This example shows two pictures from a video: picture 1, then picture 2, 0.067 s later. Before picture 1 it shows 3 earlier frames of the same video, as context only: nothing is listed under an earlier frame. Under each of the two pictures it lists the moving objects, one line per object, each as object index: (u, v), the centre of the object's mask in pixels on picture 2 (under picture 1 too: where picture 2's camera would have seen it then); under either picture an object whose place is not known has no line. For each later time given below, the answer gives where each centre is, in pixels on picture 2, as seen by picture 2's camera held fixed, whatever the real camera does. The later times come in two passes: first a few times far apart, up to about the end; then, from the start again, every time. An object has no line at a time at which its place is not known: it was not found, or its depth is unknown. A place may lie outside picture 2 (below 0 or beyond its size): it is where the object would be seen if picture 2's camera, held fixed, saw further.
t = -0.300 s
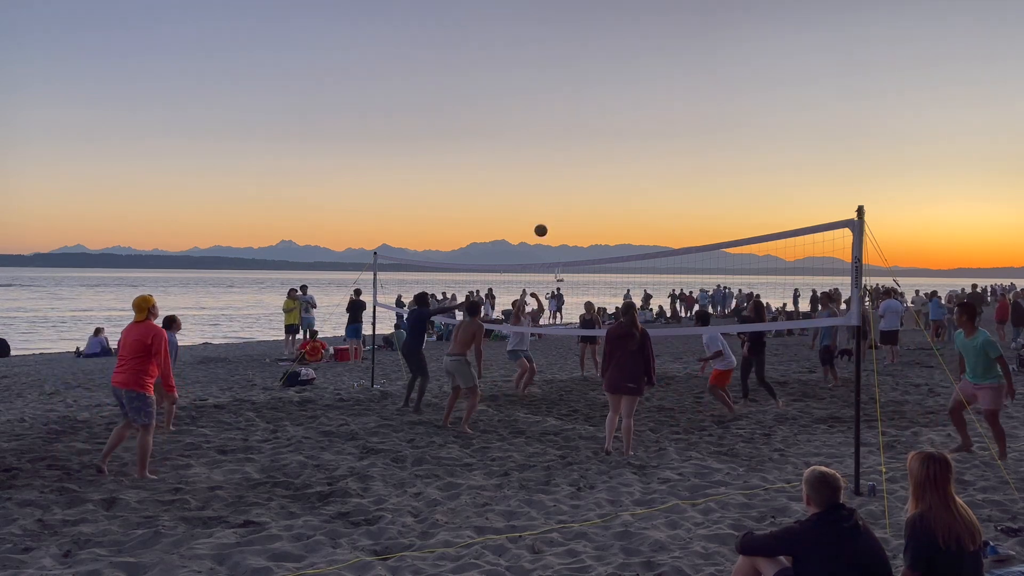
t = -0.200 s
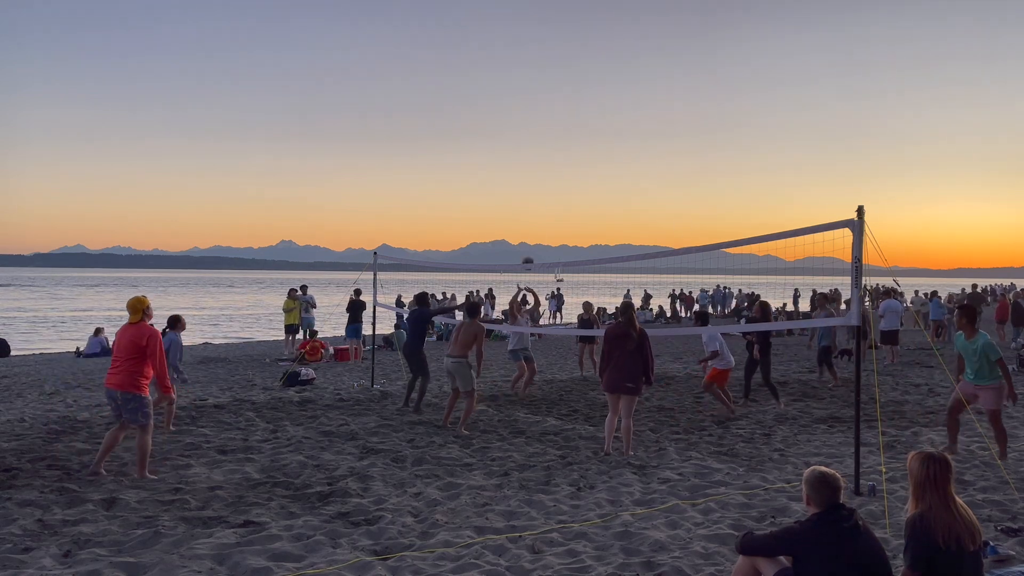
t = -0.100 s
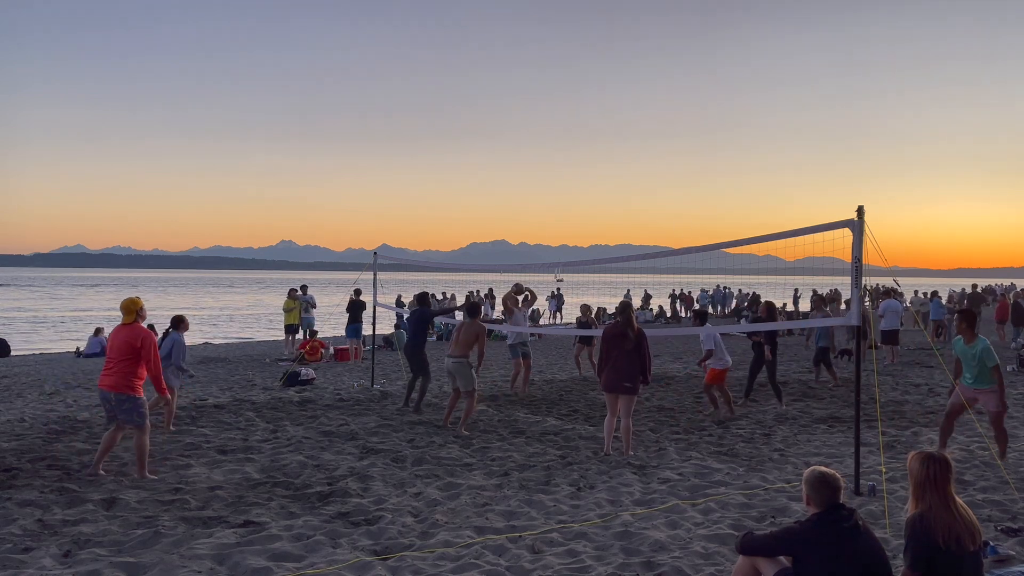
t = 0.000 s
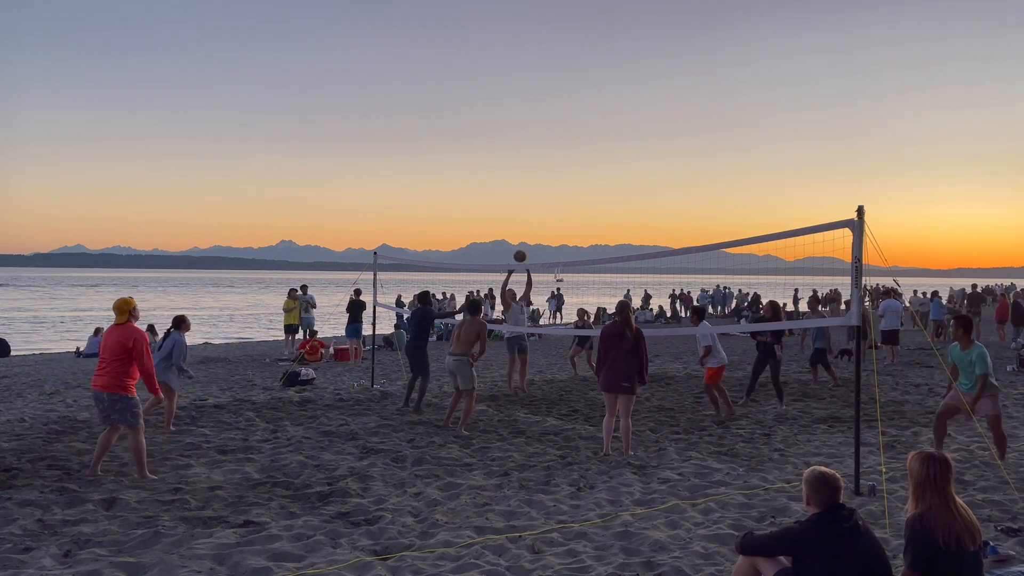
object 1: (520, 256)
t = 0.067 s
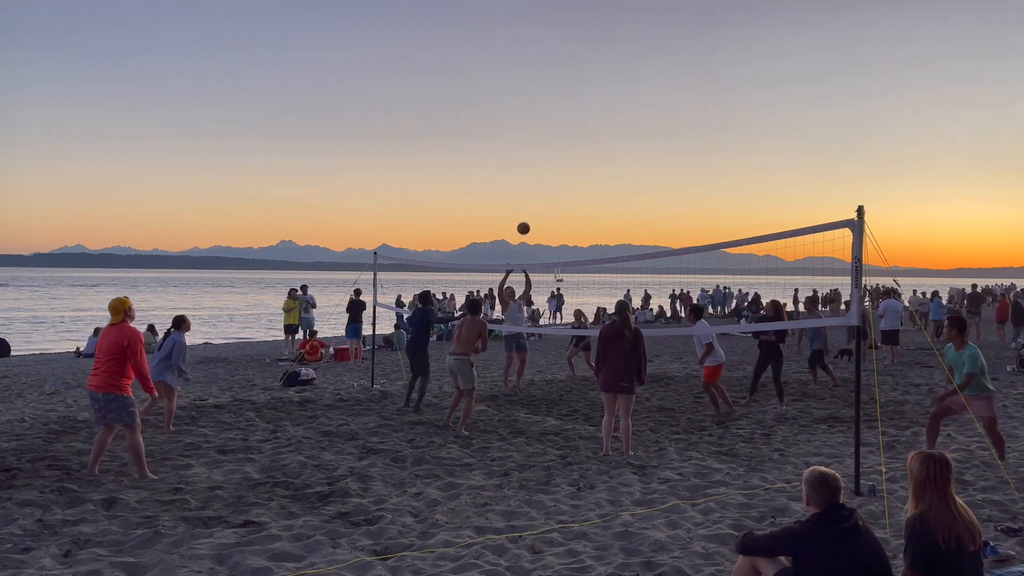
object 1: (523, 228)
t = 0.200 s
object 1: (531, 180)
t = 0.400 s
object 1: (541, 128)
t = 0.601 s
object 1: (550, 101)
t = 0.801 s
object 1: (558, 99)
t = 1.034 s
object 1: (567, 130)
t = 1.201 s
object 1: (572, 174)
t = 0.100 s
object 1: (525, 215)
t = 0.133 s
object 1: (527, 203)
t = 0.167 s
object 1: (529, 191)
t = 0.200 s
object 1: (531, 180)
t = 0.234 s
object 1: (533, 170)
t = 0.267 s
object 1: (534, 160)
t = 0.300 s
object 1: (536, 151)
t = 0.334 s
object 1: (538, 143)
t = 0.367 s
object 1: (539, 135)
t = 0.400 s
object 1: (541, 128)
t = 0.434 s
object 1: (543, 122)
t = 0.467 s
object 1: (544, 116)
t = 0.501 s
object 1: (546, 111)
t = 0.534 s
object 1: (547, 107)
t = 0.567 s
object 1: (549, 104)
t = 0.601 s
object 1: (550, 101)
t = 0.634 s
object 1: (551, 99)
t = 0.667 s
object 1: (553, 97)
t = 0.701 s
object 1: (554, 96)
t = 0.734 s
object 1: (556, 96)
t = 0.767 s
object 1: (557, 97)
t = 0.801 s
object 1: (558, 99)
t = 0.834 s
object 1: (560, 101)
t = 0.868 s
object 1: (561, 104)
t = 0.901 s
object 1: (562, 108)
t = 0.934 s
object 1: (563, 112)
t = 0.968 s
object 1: (565, 117)
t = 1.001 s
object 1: (566, 123)
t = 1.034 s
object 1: (567, 130)
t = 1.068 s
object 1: (568, 137)
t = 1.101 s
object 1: (569, 145)
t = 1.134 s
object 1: (570, 154)
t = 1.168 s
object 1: (571, 164)
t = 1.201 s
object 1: (572, 174)
